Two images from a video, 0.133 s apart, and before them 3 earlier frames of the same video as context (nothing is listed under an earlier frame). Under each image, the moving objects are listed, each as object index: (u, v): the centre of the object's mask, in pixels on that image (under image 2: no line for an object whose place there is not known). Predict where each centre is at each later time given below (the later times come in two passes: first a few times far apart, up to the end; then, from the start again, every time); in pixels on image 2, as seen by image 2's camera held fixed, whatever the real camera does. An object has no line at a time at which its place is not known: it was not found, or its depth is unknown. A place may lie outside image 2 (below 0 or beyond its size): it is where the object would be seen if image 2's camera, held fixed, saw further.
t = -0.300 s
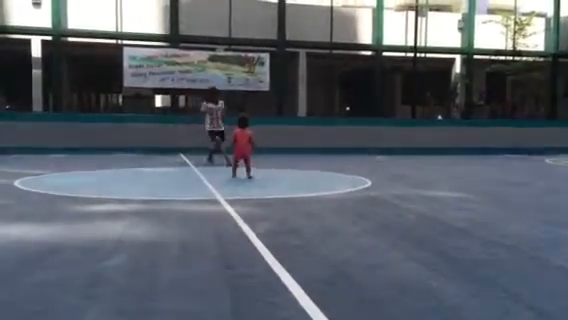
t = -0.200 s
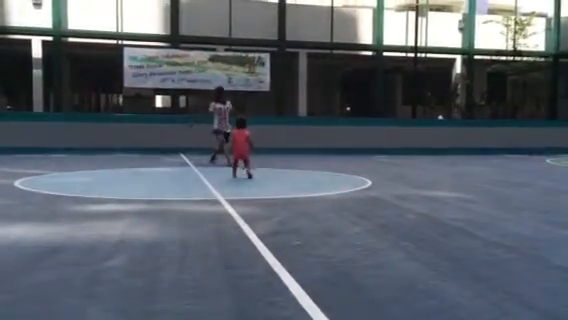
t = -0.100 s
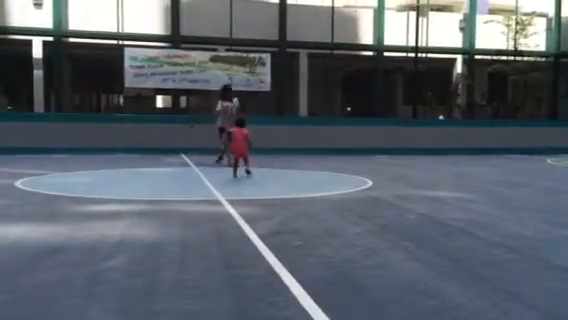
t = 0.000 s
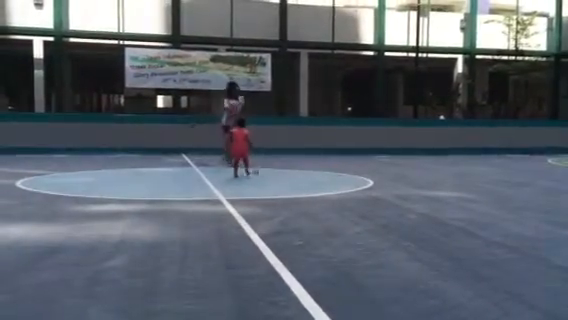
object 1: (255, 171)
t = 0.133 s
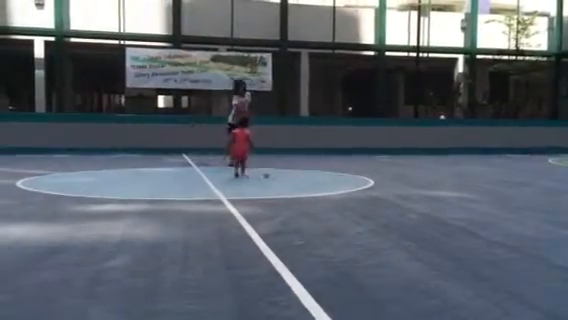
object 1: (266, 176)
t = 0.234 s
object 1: (273, 179)
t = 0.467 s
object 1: (293, 188)
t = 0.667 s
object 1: (316, 198)
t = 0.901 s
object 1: (352, 215)
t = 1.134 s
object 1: (404, 237)
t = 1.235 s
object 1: (435, 248)
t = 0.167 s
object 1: (269, 177)
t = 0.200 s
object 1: (270, 178)
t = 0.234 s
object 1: (273, 179)
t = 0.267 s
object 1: (275, 180)
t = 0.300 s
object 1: (278, 181)
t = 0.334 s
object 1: (281, 182)
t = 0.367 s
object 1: (284, 184)
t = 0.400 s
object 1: (286, 186)
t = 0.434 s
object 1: (290, 186)
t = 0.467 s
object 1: (293, 188)
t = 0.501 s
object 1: (296, 190)
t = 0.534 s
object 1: (299, 191)
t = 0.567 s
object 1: (303, 193)
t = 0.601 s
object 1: (308, 194)
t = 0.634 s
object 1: (311, 196)
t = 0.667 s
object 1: (316, 198)
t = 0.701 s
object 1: (320, 200)
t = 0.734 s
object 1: (325, 202)
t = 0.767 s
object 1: (329, 205)
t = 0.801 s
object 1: (335, 207)
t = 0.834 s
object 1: (342, 207)
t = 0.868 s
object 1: (347, 211)
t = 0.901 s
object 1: (352, 215)
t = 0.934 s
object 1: (360, 216)
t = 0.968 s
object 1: (367, 218)
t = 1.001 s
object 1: (373, 222)
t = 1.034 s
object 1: (379, 225)
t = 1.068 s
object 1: (385, 229)
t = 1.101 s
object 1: (395, 232)
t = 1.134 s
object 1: (404, 237)
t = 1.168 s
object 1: (414, 240)
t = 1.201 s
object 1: (424, 245)
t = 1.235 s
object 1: (435, 248)
